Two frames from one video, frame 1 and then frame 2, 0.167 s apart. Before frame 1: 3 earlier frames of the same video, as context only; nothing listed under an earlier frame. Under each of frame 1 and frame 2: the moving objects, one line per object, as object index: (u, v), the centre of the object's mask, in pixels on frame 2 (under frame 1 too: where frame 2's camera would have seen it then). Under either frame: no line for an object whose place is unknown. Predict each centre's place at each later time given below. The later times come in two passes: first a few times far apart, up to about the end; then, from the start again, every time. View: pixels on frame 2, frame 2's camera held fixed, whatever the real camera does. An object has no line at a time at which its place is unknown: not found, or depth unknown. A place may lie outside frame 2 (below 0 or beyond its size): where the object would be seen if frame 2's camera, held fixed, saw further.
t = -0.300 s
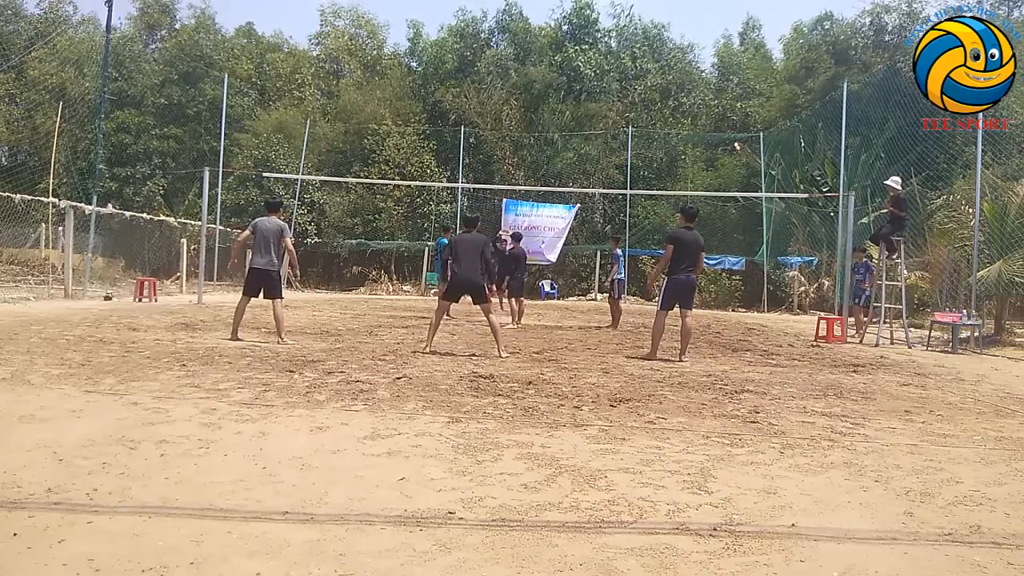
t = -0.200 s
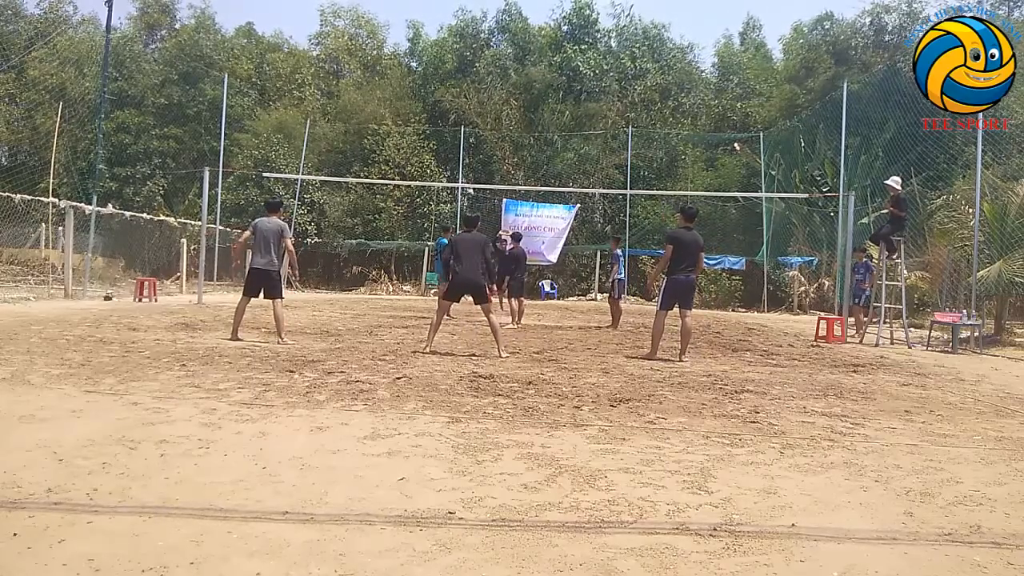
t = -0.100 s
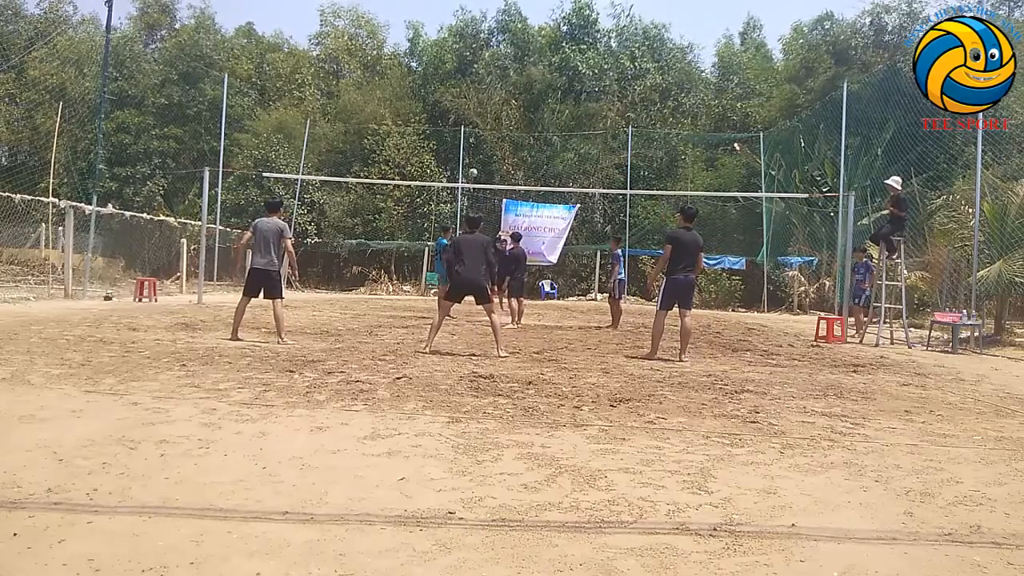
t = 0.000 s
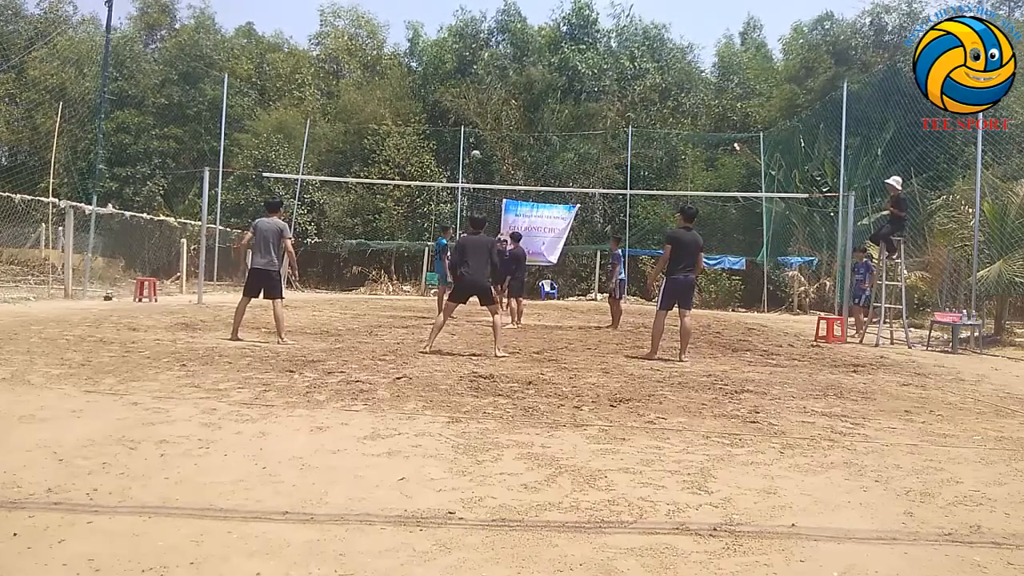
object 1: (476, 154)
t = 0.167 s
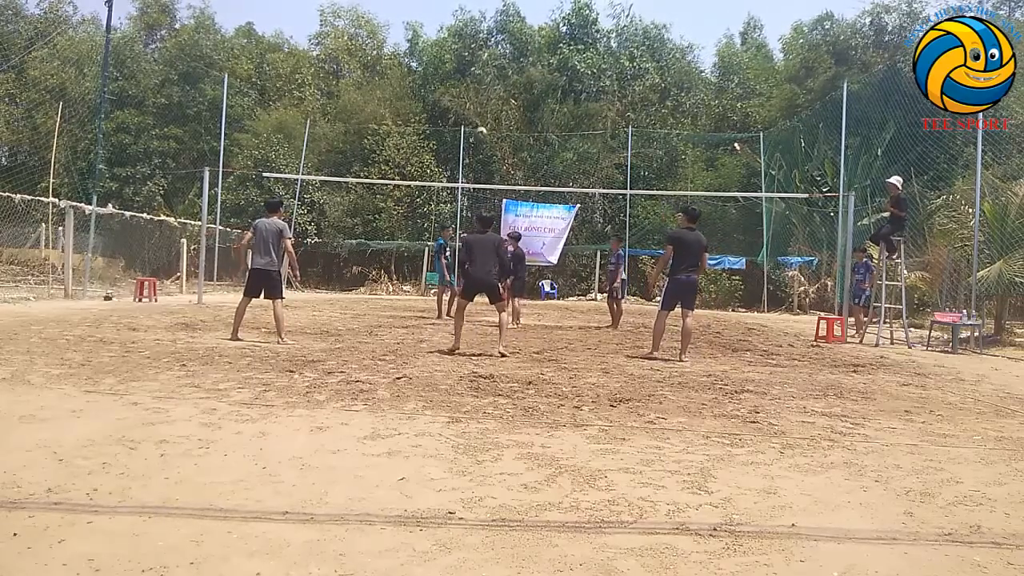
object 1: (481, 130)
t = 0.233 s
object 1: (483, 124)
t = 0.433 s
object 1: (492, 121)
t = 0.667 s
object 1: (507, 157)
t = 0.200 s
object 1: (482, 127)
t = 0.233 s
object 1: (483, 124)
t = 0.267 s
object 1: (483, 122)
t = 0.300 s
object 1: (484, 121)
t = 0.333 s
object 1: (485, 120)
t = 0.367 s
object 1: (486, 120)
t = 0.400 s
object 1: (491, 120)
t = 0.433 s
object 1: (492, 121)
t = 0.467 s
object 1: (494, 122)
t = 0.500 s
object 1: (496, 125)
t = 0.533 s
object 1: (499, 128)
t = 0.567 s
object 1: (500, 133)
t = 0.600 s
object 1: (503, 139)
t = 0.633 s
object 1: (505, 147)
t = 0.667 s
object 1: (507, 157)
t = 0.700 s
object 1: (510, 165)
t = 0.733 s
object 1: (513, 177)
